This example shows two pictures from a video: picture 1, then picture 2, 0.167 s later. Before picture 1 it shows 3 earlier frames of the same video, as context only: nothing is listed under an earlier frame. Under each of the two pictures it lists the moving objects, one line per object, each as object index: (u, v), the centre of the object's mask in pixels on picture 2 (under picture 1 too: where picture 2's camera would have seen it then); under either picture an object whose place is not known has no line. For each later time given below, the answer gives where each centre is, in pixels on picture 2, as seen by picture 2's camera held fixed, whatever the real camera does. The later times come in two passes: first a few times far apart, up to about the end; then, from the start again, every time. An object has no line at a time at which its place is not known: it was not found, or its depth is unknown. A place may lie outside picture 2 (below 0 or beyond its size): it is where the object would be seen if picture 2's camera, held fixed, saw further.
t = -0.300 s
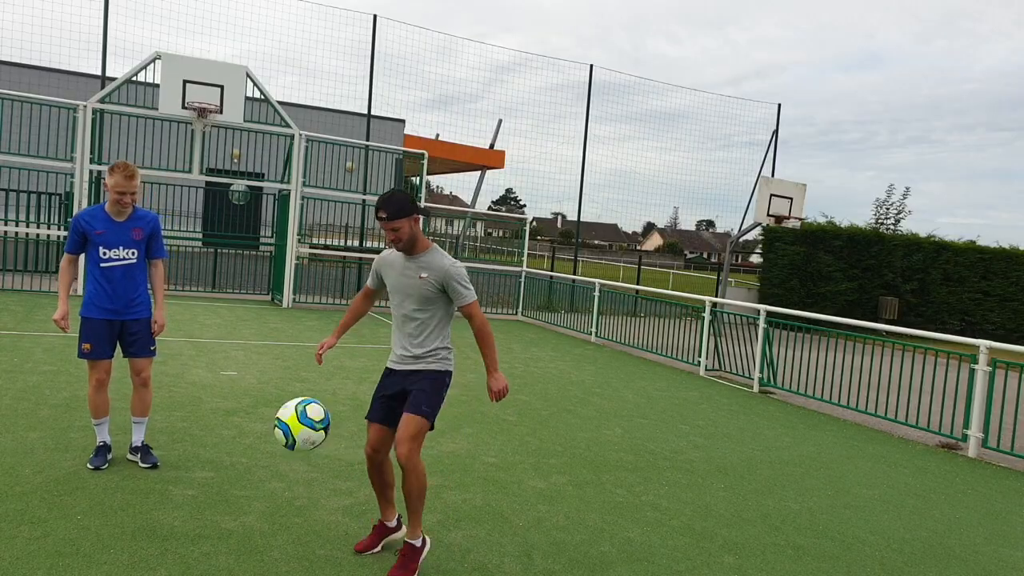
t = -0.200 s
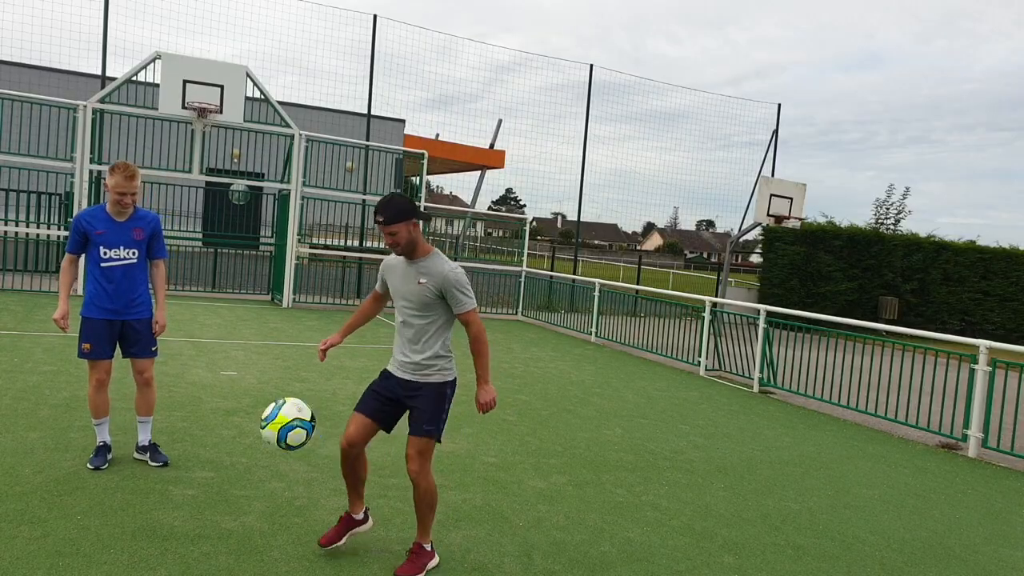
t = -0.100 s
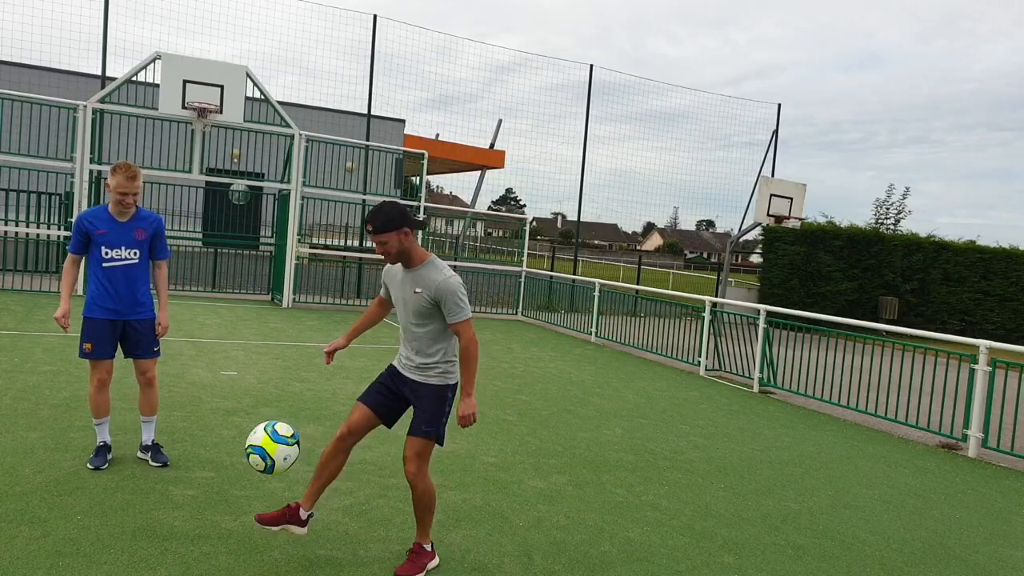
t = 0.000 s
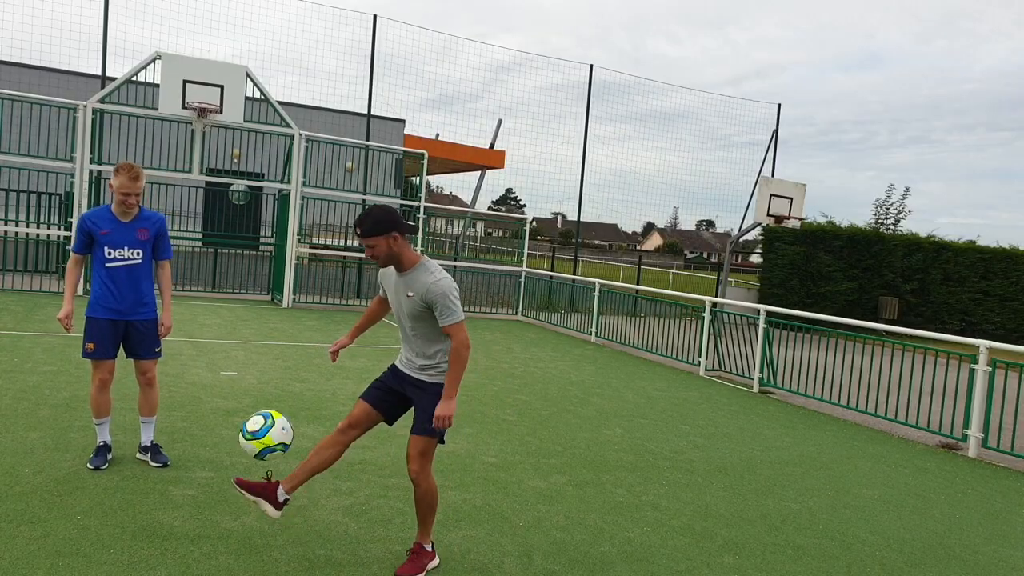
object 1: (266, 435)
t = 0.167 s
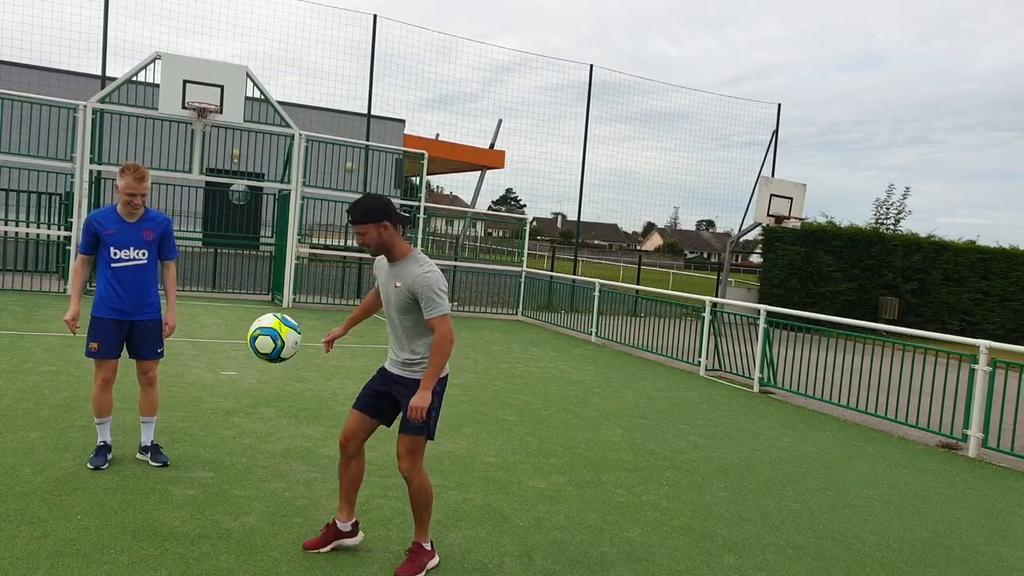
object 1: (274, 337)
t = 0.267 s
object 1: (277, 307)
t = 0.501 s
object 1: (279, 322)
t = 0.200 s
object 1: (275, 325)
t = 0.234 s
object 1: (276, 315)
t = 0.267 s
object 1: (277, 307)
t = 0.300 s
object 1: (278, 302)
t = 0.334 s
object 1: (278, 299)
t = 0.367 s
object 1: (279, 299)
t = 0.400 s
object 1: (279, 301)
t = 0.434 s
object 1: (279, 305)
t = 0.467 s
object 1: (279, 313)
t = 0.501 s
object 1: (279, 322)
